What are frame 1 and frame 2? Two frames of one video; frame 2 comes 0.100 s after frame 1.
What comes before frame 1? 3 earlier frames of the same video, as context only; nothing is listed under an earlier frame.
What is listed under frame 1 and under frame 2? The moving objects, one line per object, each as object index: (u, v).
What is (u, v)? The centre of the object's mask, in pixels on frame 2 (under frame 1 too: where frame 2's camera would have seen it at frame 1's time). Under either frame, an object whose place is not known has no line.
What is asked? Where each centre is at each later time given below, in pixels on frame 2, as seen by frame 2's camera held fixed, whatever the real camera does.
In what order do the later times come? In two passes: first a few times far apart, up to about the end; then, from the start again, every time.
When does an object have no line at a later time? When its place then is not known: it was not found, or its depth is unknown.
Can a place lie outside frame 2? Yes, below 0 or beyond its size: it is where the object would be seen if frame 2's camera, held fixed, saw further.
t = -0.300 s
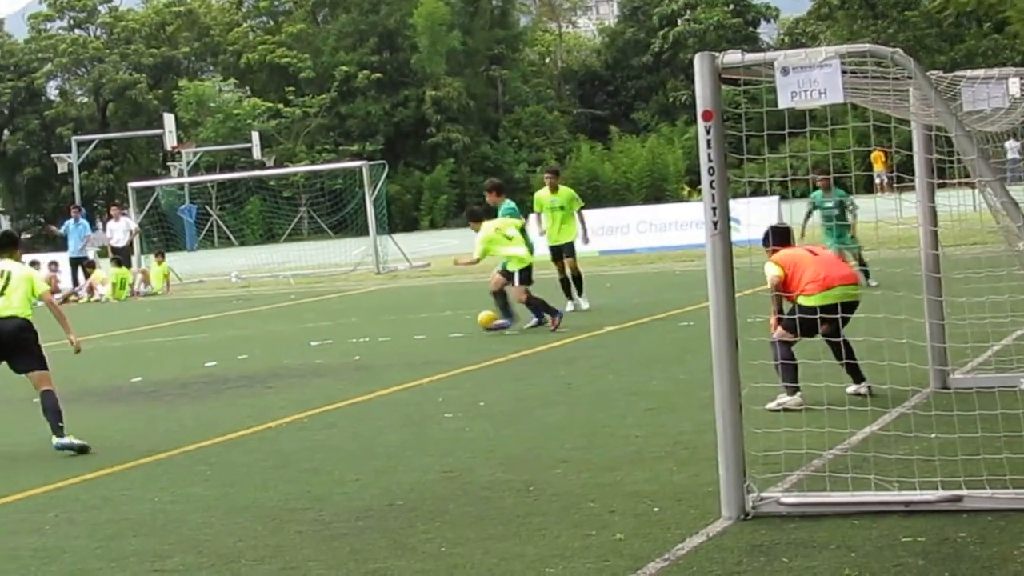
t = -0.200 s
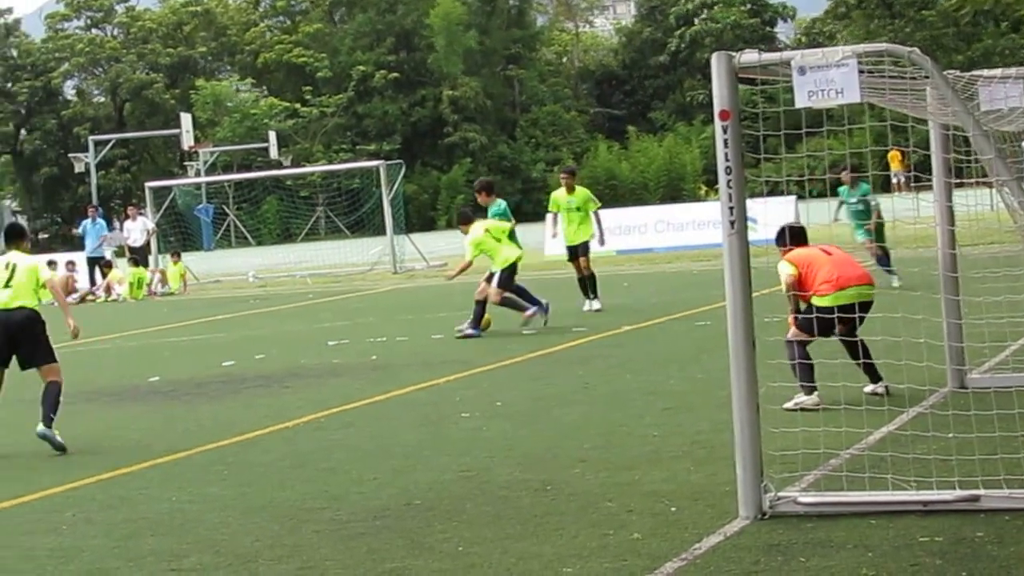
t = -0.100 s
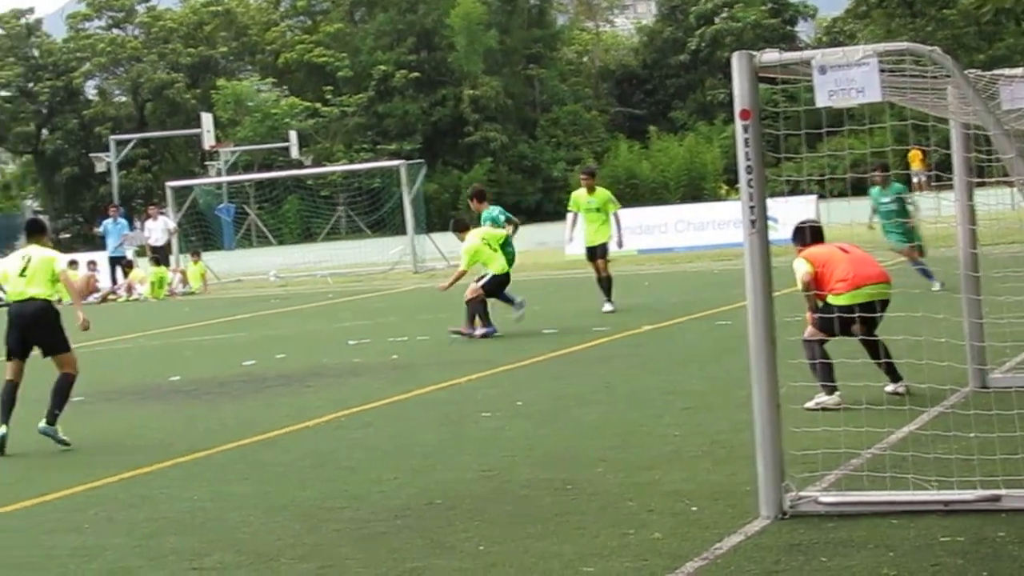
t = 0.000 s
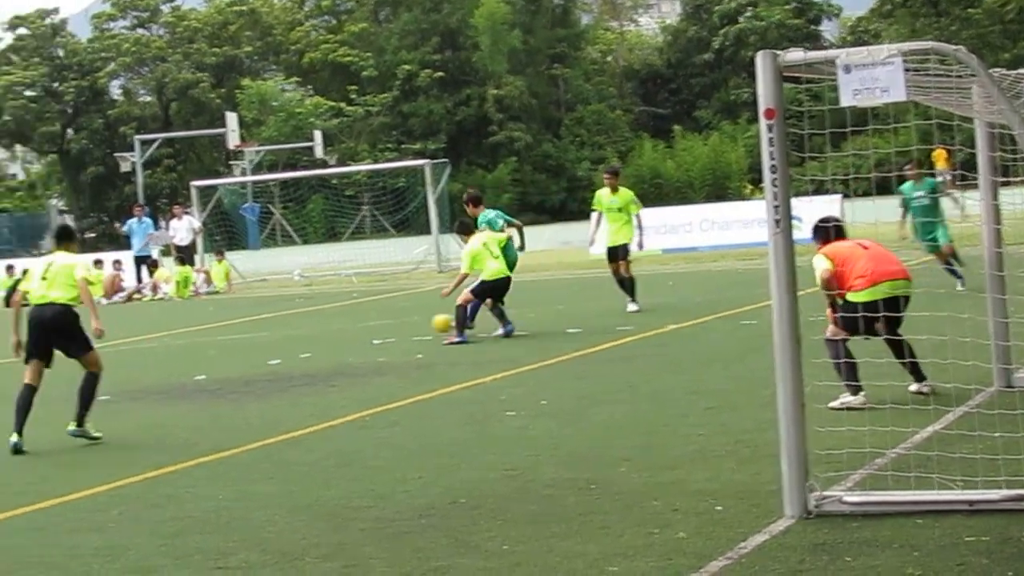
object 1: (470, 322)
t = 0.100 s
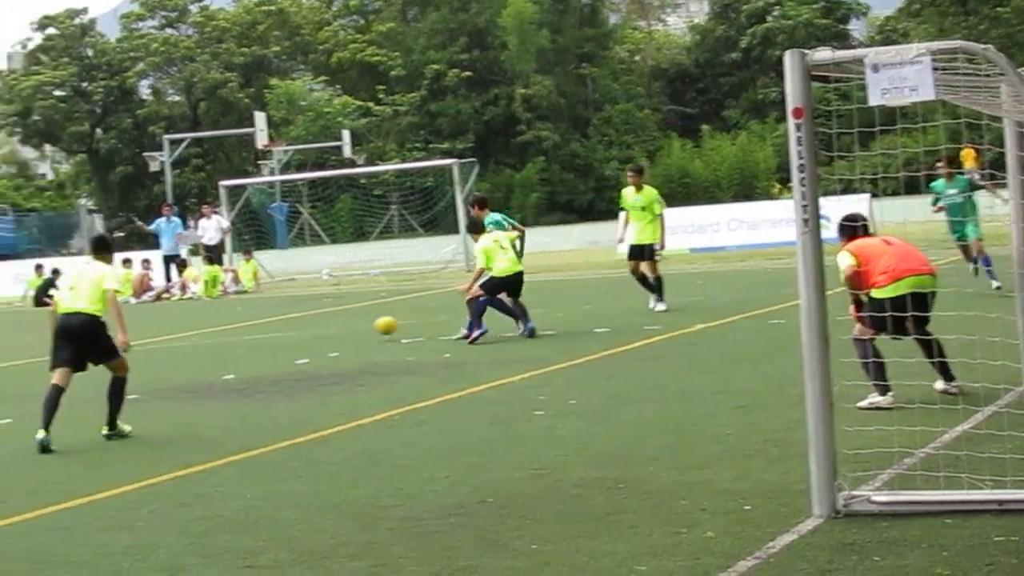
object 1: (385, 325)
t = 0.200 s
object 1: (304, 335)
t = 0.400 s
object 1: (172, 339)
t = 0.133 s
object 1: (357, 328)
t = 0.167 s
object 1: (330, 332)
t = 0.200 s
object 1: (304, 335)
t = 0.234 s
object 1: (282, 333)
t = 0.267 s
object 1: (259, 332)
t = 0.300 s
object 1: (236, 332)
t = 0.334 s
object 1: (215, 333)
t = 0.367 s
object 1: (193, 335)
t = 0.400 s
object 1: (172, 339)
